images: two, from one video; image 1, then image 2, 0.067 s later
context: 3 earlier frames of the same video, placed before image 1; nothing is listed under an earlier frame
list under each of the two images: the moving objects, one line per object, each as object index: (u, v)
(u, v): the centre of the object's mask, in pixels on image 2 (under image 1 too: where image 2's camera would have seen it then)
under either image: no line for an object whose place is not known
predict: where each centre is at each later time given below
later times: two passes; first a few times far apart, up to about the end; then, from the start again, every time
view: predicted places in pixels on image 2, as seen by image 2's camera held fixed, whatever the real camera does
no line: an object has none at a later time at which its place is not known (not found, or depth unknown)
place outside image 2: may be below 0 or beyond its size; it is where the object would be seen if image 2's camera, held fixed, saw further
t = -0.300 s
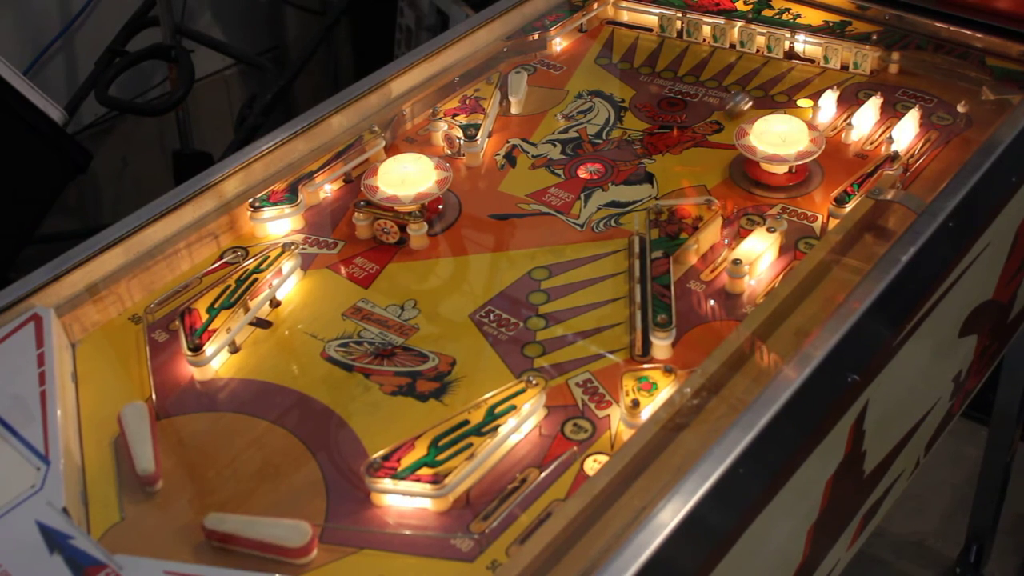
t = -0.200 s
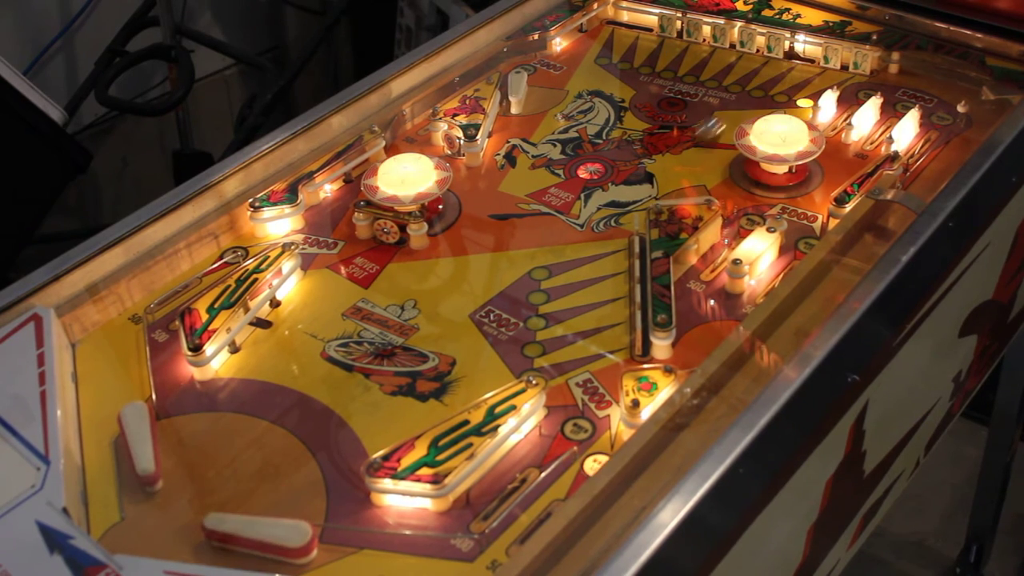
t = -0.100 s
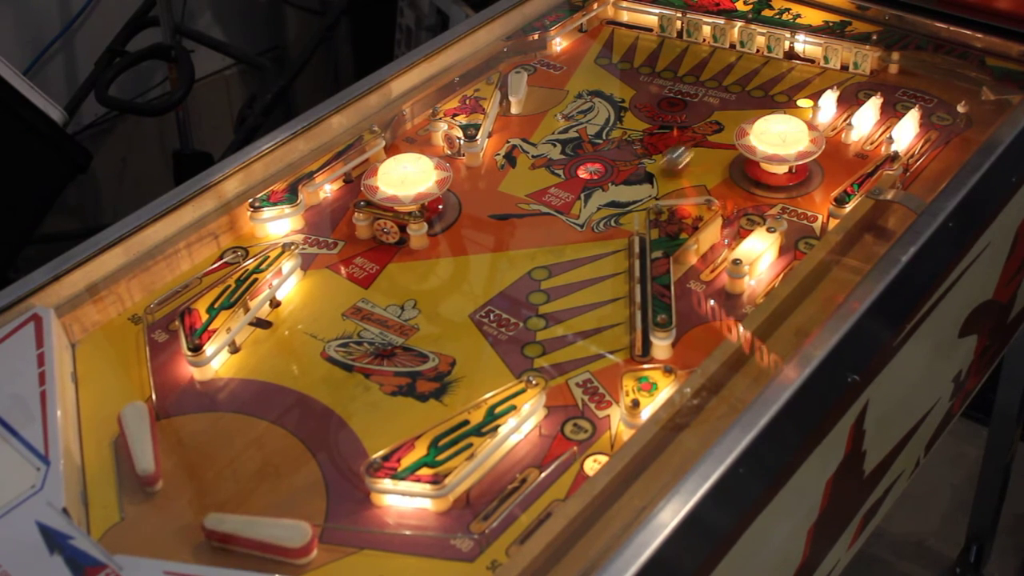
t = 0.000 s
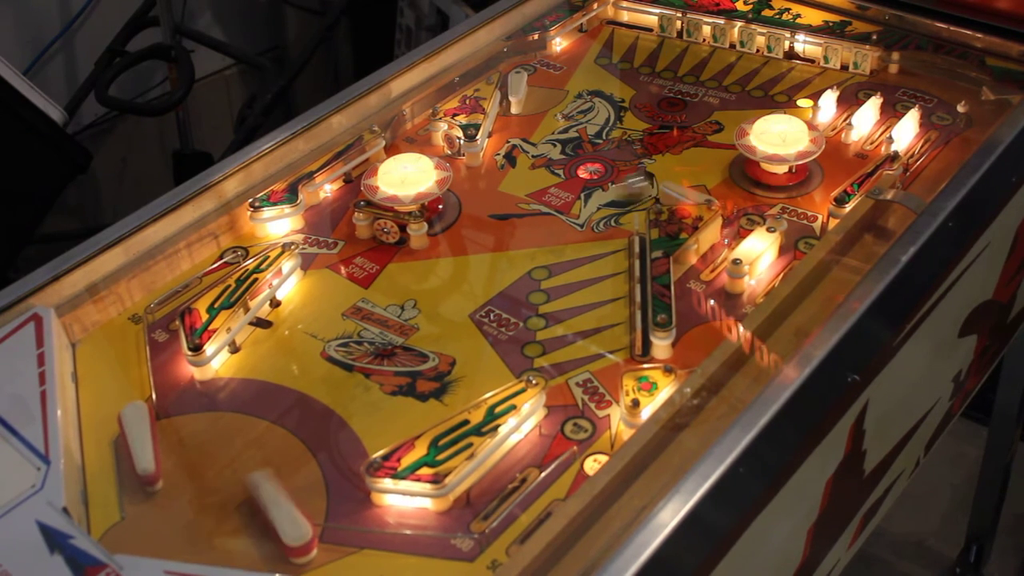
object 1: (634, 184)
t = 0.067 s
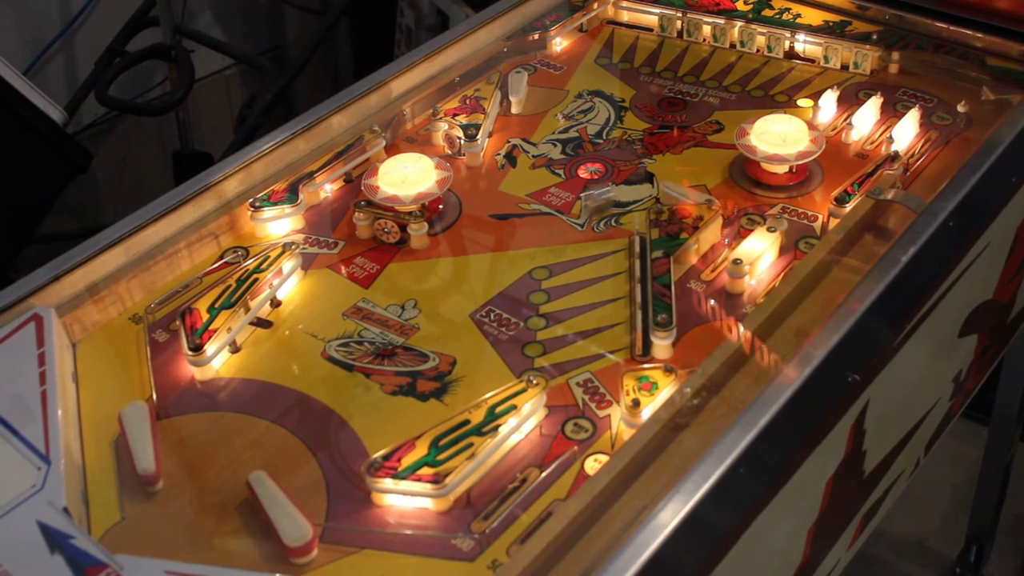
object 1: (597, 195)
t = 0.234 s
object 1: (503, 235)
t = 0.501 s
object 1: (304, 316)
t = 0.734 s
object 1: (248, 395)
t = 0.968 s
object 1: (264, 490)
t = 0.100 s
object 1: (582, 207)
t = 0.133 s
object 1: (561, 209)
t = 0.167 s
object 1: (544, 216)
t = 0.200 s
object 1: (523, 225)
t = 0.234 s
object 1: (503, 235)
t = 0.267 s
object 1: (480, 242)
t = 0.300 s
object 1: (458, 252)
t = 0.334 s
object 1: (436, 260)
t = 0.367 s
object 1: (411, 270)
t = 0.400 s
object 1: (385, 283)
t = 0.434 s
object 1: (359, 295)
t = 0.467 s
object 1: (332, 302)
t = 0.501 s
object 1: (304, 316)
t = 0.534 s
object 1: (282, 328)
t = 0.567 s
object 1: (245, 347)
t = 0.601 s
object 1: (229, 361)
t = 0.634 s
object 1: (235, 368)
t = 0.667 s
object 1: (241, 376)
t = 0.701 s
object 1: (244, 386)
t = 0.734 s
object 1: (248, 395)
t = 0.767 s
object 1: (252, 405)
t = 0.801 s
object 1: (256, 417)
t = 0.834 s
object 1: (260, 430)
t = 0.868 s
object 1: (262, 443)
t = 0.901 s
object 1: (264, 458)
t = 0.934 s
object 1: (264, 473)
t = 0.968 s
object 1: (264, 490)
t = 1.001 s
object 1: (273, 495)
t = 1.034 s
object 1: (290, 485)
